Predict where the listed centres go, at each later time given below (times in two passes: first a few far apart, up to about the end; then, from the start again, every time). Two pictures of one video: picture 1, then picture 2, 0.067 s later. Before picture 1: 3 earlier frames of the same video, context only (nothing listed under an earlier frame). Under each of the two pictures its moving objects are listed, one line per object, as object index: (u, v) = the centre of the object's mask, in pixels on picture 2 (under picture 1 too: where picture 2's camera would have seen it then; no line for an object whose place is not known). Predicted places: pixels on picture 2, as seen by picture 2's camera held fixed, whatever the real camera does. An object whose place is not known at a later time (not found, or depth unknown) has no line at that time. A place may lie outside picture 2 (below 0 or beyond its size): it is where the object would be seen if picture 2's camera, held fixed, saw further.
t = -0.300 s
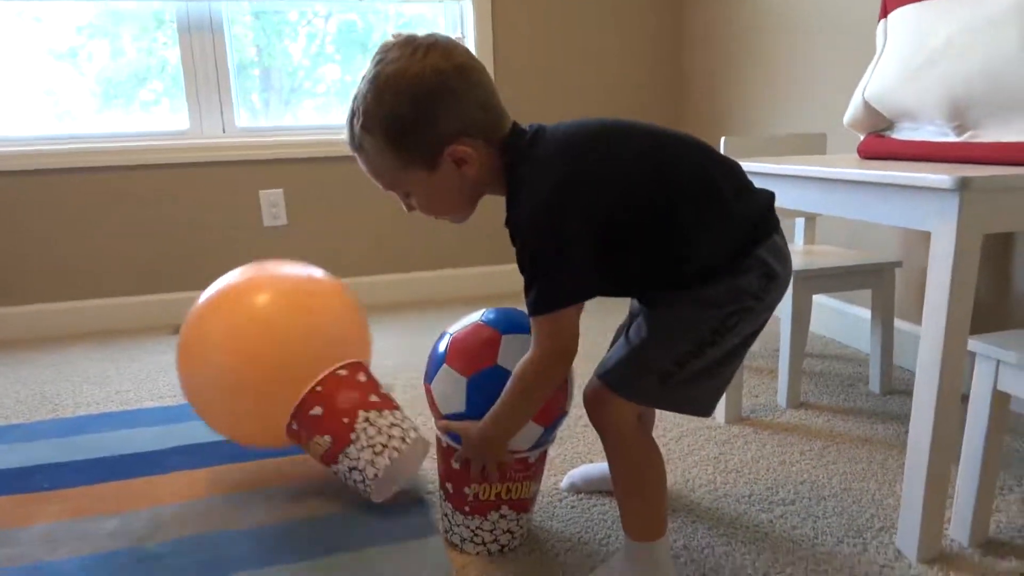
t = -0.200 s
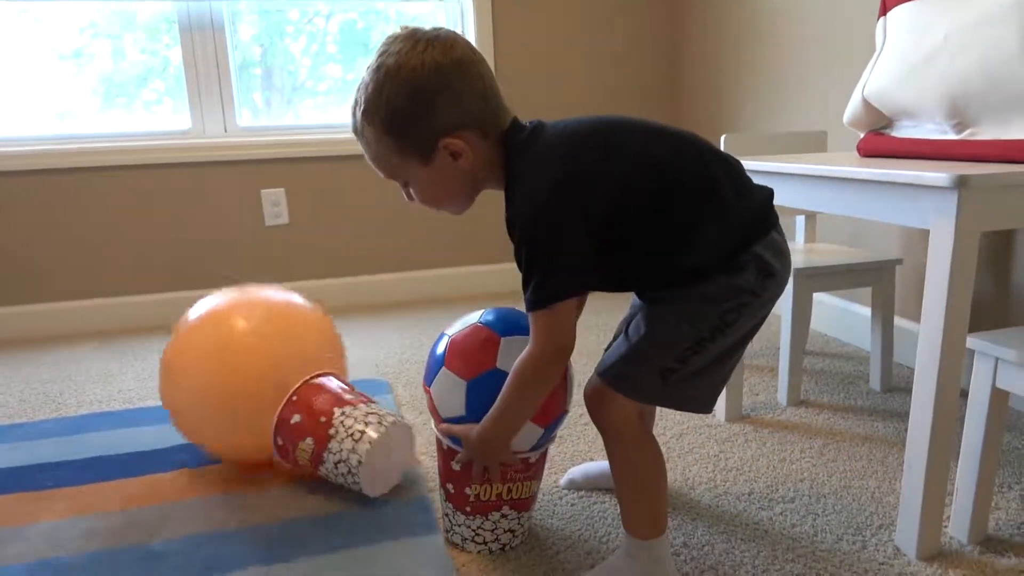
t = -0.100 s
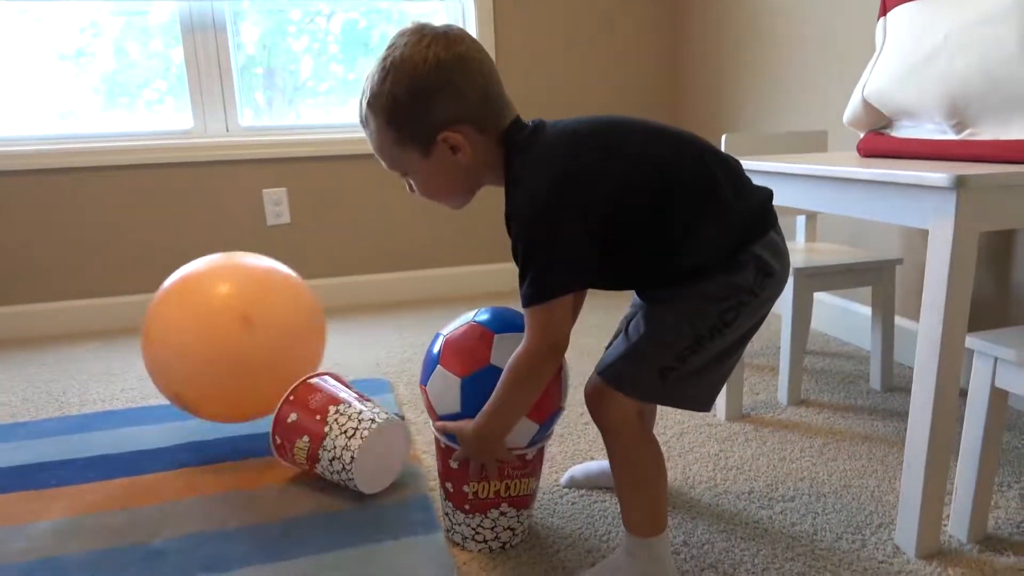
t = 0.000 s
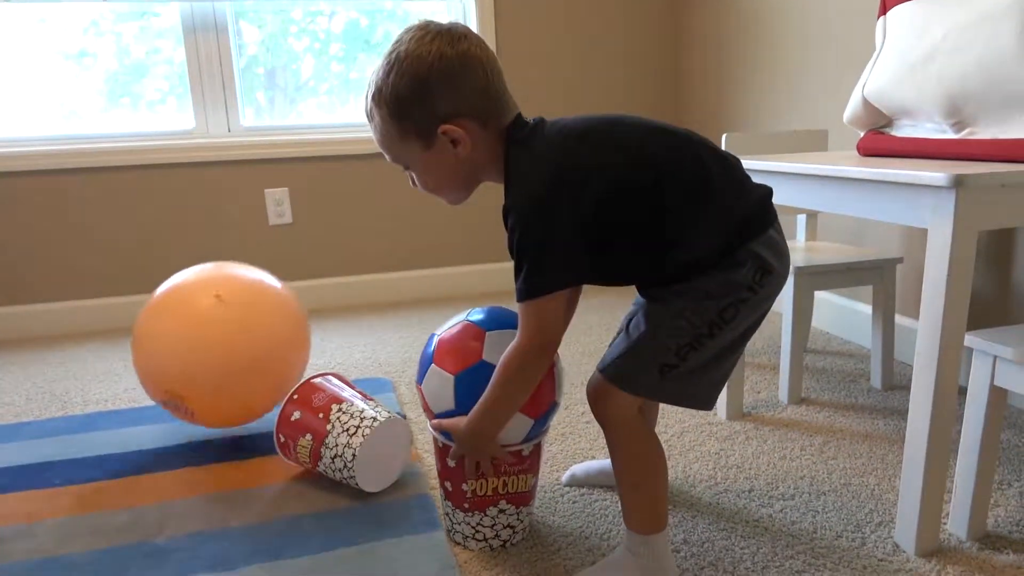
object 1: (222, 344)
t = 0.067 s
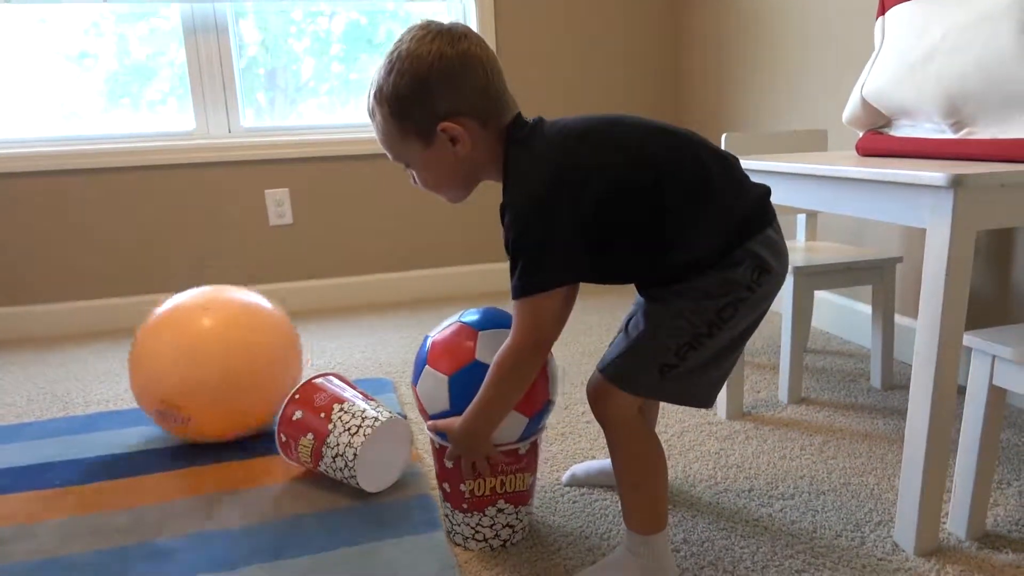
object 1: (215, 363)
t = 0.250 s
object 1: (194, 339)
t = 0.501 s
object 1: (182, 336)
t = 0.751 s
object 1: (179, 316)
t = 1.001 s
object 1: (183, 303)
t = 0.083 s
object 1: (212, 357)
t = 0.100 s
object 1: (210, 350)
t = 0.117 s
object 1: (208, 344)
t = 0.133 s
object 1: (205, 340)
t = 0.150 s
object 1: (203, 337)
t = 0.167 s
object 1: (201, 335)
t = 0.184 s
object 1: (200, 334)
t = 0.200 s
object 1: (198, 334)
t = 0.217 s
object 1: (197, 334)
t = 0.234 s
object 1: (195, 336)
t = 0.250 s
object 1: (194, 339)
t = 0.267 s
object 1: (193, 343)
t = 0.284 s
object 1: (192, 345)
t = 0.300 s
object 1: (191, 344)
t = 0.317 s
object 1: (189, 338)
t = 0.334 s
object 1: (188, 333)
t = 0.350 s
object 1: (187, 329)
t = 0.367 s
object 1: (186, 326)
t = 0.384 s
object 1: (185, 325)
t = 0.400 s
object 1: (184, 324)
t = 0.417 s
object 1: (183, 324)
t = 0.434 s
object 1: (182, 325)
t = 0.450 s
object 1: (182, 328)
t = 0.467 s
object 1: (182, 331)
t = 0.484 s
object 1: (182, 334)
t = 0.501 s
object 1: (182, 336)
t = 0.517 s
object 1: (181, 334)
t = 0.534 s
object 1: (181, 330)
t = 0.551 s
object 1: (180, 328)
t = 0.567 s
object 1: (180, 325)
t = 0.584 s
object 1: (179, 323)
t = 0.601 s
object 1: (179, 322)
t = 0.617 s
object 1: (179, 322)
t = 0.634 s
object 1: (179, 323)
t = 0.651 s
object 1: (179, 325)
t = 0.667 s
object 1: (179, 324)
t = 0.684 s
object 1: (179, 322)
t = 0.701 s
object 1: (179, 319)
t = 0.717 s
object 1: (179, 317)
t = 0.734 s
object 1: (179, 316)
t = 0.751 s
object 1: (179, 316)
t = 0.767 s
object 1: (180, 315)
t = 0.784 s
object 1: (180, 316)
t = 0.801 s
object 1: (180, 315)
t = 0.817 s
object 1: (180, 314)
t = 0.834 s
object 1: (180, 312)
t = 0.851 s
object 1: (180, 311)
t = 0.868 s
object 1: (180, 310)
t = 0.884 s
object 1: (180, 309)
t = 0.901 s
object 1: (181, 309)
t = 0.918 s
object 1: (181, 308)
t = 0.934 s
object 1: (181, 308)
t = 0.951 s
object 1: (181, 306)
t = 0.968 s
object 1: (182, 305)
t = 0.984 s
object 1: (182, 304)
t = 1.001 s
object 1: (183, 303)
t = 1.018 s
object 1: (183, 303)
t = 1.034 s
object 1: (183, 302)
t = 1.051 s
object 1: (184, 302)
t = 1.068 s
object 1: (184, 301)
